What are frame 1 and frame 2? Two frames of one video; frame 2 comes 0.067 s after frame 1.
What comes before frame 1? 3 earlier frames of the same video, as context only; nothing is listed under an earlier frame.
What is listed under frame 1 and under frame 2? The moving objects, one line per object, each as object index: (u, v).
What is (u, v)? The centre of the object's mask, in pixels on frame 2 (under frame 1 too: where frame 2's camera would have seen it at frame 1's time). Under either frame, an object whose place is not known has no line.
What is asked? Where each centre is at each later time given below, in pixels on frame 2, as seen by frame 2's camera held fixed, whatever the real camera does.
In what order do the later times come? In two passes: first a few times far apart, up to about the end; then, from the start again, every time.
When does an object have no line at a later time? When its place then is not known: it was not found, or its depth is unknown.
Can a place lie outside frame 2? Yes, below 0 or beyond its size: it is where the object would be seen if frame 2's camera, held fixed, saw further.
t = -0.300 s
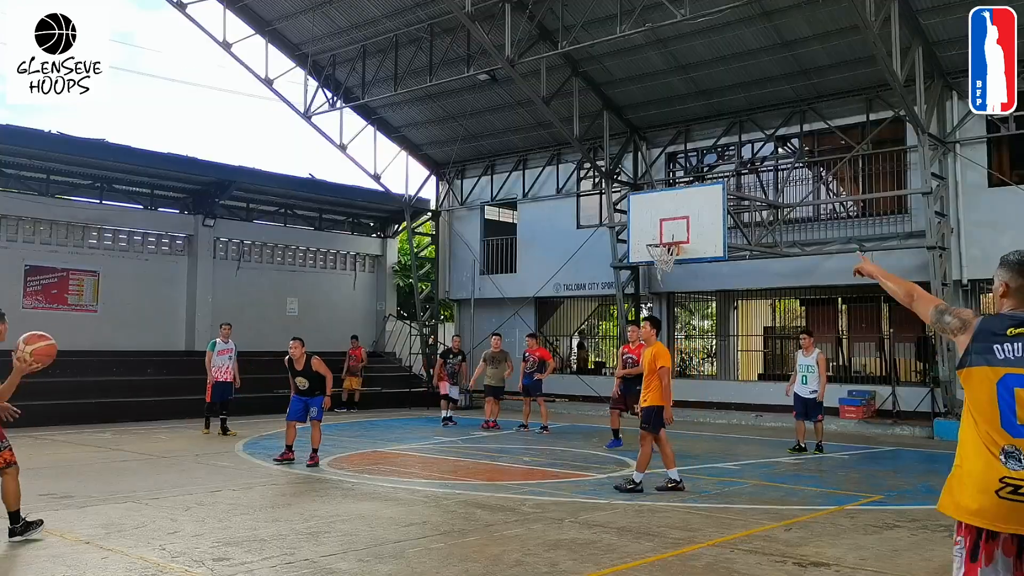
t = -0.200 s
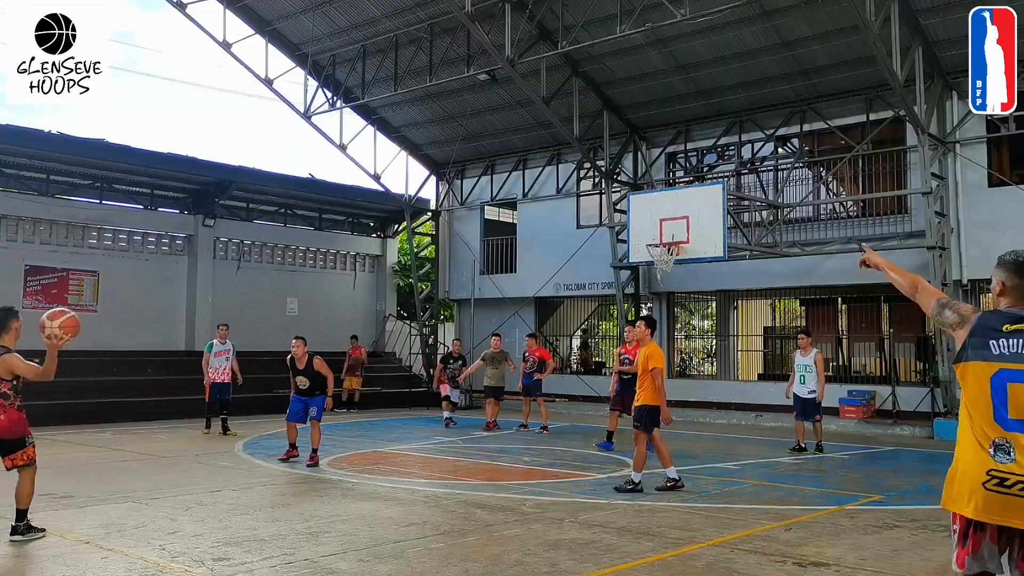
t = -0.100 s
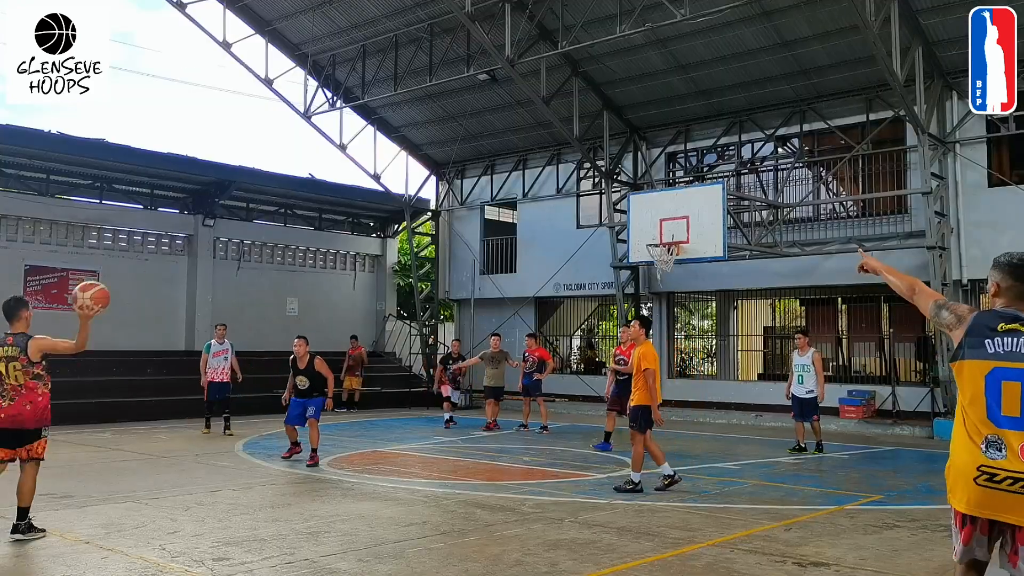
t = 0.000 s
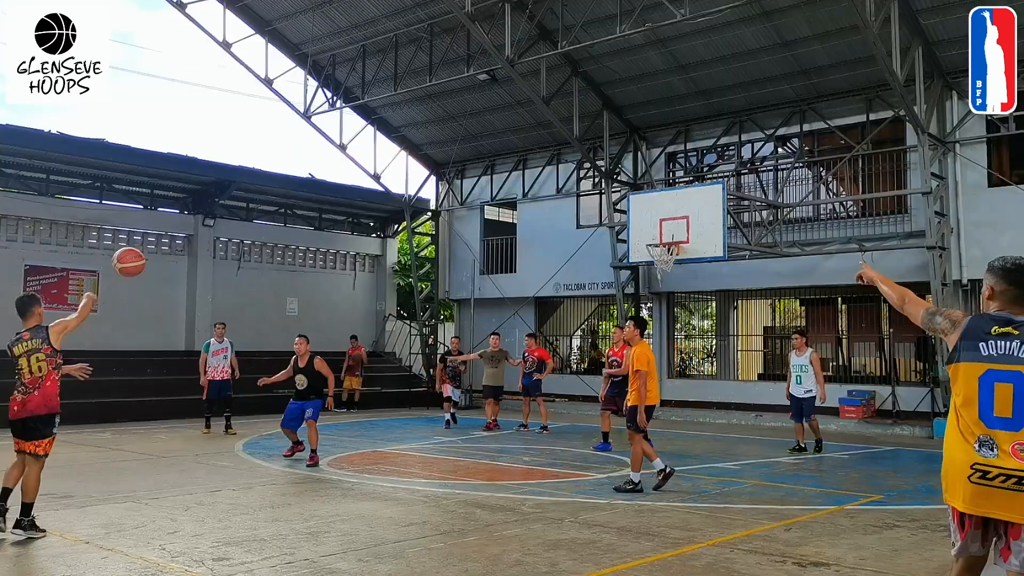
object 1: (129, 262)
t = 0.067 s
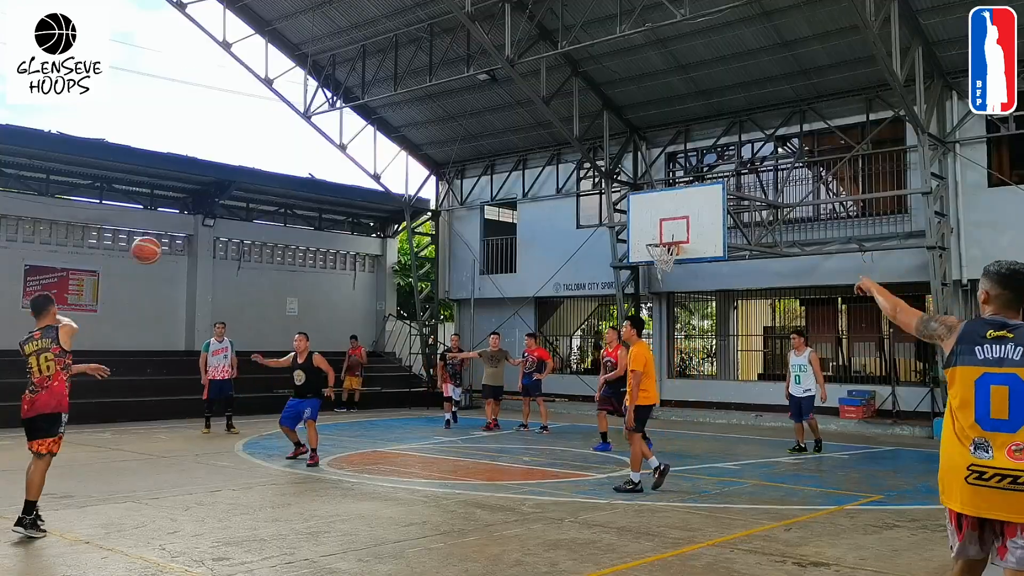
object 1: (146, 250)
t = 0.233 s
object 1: (179, 245)
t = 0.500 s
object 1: (213, 278)
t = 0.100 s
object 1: (154, 247)
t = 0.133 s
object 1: (161, 245)
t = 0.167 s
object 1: (167, 244)
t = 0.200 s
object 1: (173, 244)
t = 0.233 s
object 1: (179, 245)
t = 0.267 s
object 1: (184, 247)
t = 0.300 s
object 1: (189, 249)
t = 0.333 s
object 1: (194, 253)
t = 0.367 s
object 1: (198, 257)
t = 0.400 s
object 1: (202, 261)
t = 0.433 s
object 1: (206, 267)
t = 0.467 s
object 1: (210, 272)
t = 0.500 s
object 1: (213, 278)
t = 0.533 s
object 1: (216, 285)
